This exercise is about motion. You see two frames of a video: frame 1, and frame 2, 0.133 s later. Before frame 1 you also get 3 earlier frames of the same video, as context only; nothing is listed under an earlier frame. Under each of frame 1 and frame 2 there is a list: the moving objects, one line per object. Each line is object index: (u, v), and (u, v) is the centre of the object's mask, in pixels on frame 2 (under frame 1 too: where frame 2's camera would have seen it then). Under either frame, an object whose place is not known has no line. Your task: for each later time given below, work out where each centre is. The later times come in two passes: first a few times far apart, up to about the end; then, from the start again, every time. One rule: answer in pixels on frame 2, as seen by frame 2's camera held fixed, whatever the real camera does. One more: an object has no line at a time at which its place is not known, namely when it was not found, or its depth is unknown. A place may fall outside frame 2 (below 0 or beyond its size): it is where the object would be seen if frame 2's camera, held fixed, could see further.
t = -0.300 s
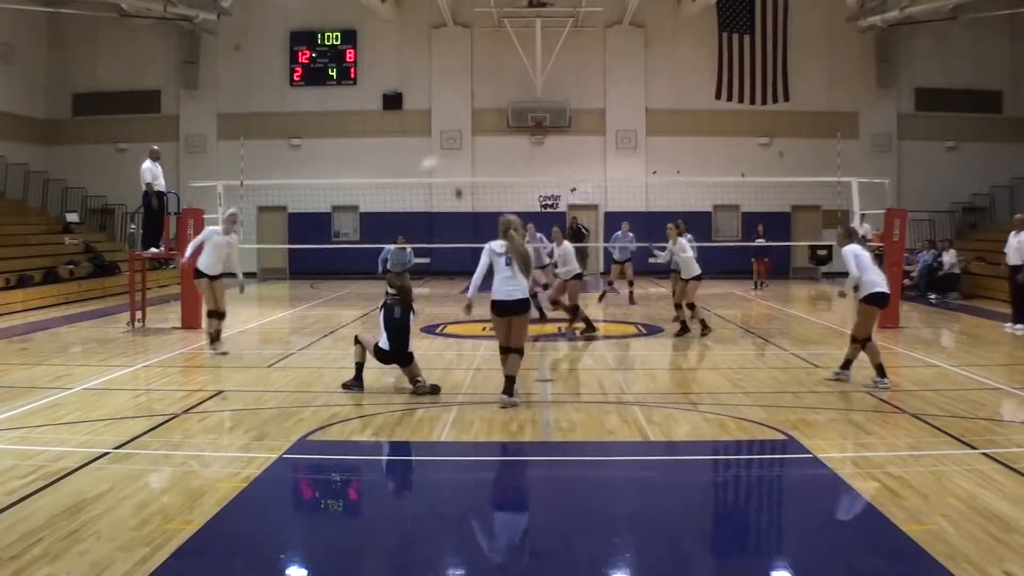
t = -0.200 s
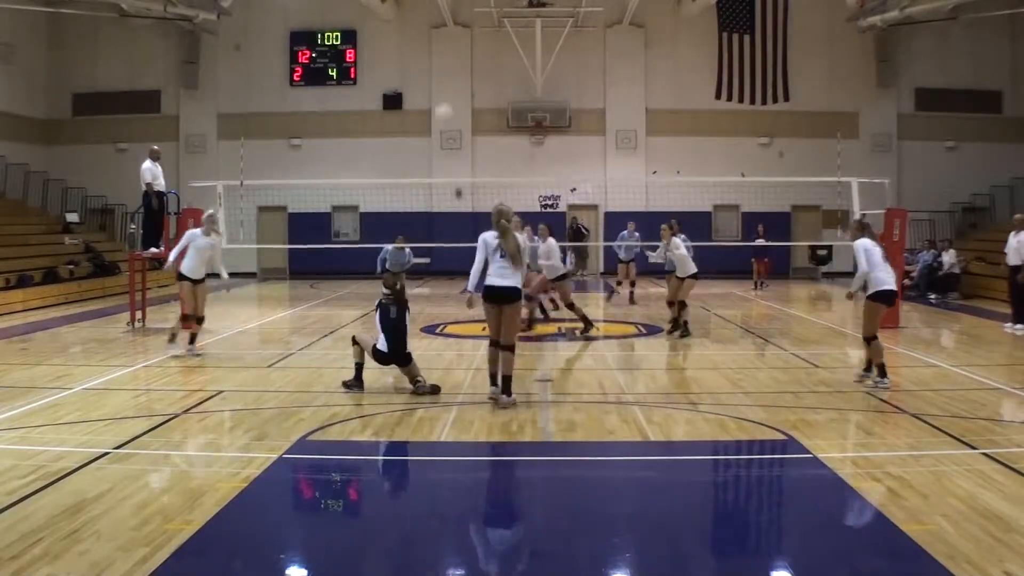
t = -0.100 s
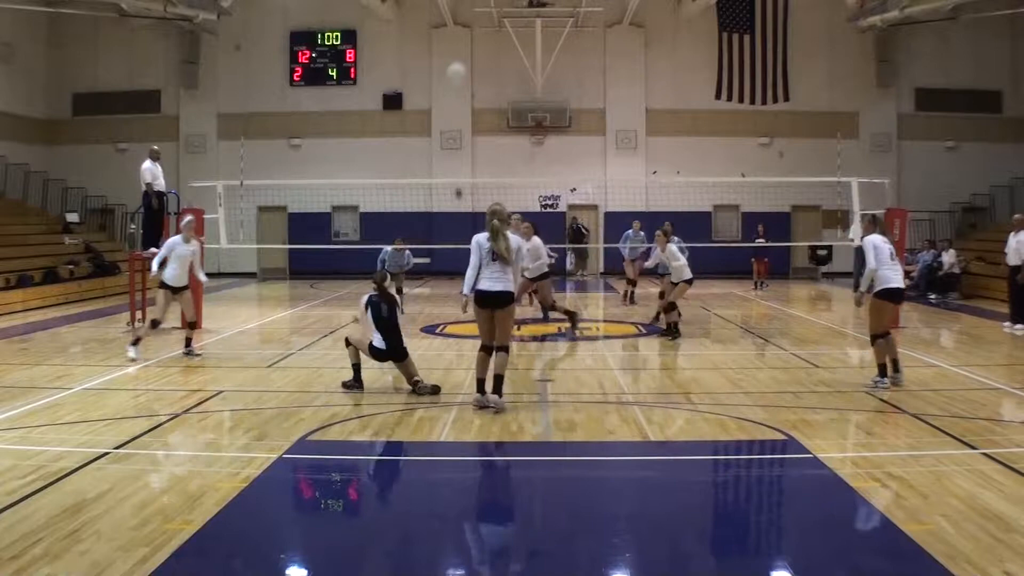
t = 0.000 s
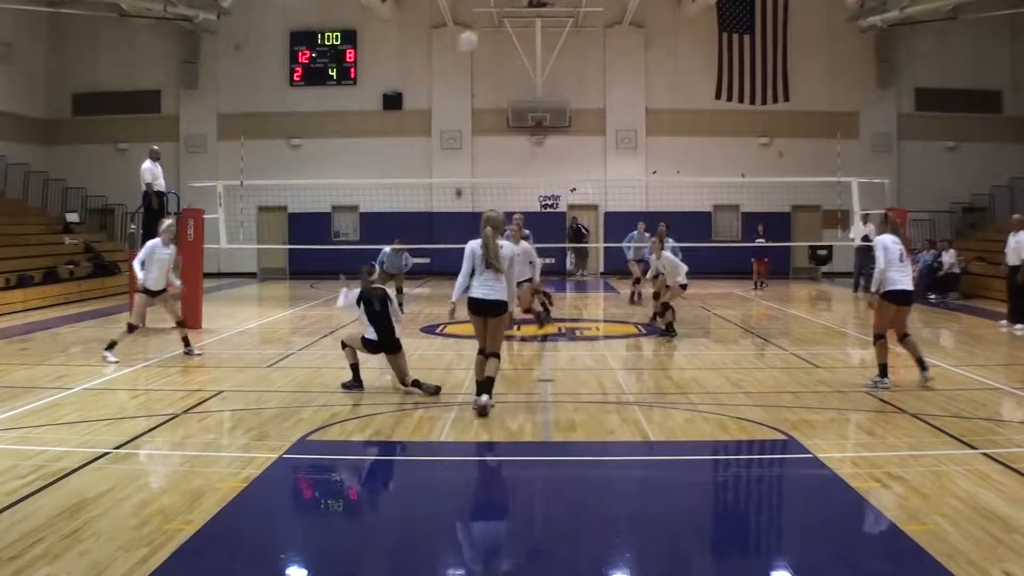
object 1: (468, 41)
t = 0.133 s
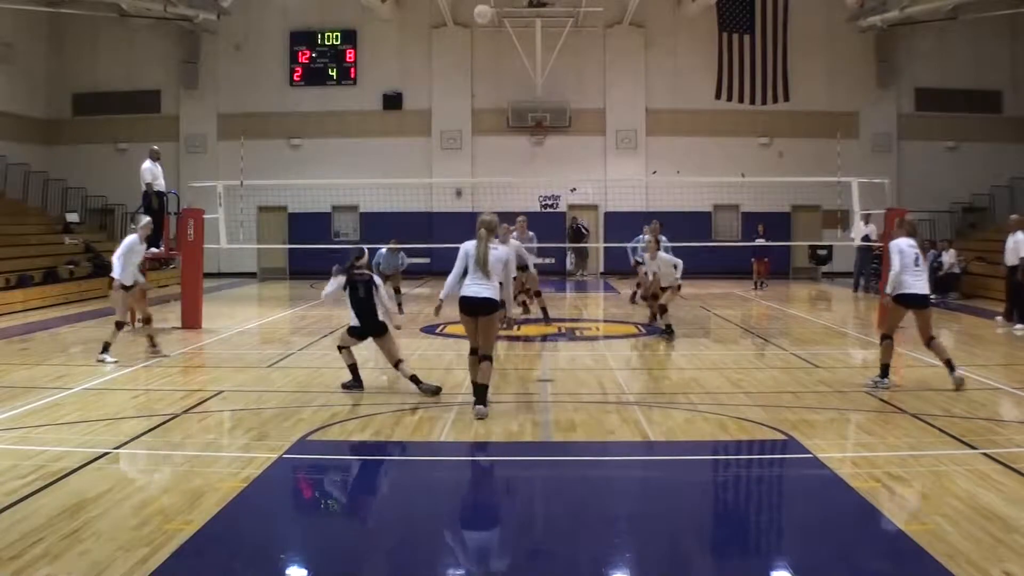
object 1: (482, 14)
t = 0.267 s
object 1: (497, 5)
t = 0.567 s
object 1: (526, 29)
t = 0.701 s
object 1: (539, 62)
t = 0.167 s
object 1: (486, 10)
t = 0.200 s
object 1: (489, 7)
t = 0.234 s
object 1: (493, 6)
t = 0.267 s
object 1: (497, 5)
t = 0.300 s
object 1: (500, 5)
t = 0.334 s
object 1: (501, 5)
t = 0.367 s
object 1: (506, 5)
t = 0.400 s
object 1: (510, 7)
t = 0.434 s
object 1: (513, 9)
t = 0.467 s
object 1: (517, 13)
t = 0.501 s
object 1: (520, 17)
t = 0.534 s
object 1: (523, 23)
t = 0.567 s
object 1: (526, 29)
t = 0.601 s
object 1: (529, 36)
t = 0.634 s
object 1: (533, 45)
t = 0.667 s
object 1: (536, 53)
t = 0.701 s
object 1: (539, 62)
